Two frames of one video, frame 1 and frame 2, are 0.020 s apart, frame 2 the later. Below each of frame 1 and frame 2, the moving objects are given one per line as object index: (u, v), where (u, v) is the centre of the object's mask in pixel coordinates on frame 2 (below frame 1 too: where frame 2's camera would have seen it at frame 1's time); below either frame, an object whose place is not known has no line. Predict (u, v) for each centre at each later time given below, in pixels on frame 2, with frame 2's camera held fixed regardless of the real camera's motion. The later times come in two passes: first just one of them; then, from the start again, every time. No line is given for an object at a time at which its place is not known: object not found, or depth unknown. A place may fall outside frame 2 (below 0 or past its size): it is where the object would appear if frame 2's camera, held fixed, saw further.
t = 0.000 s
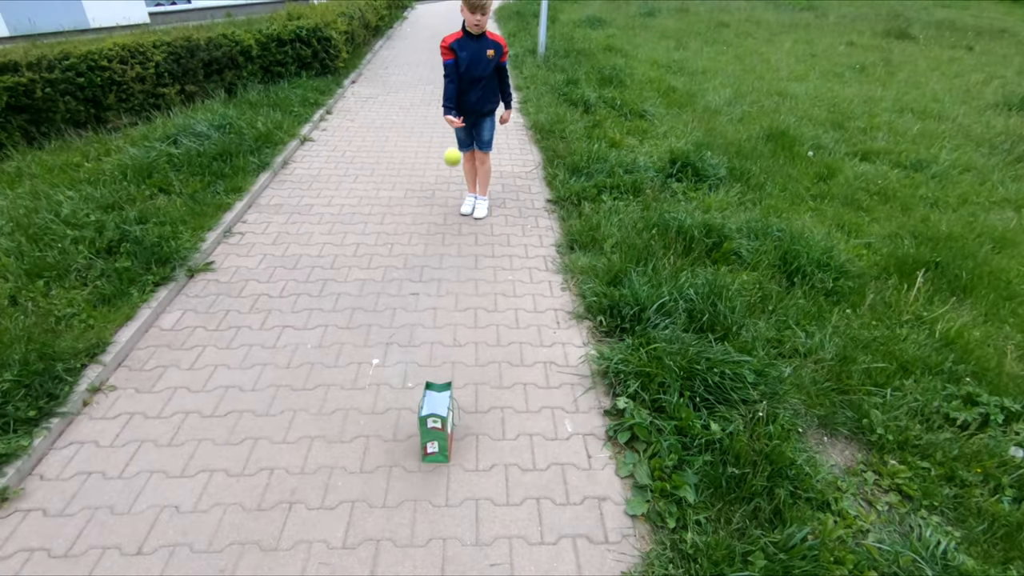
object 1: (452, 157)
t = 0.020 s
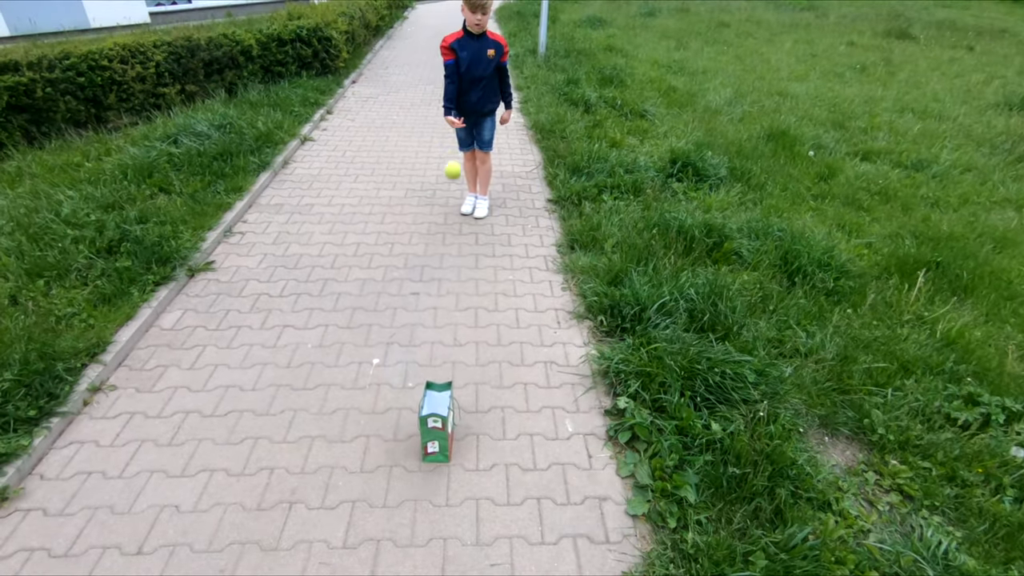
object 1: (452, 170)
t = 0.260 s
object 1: (458, 412)
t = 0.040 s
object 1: (453, 185)
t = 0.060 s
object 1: (453, 201)
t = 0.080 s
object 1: (453, 218)
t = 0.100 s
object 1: (453, 236)
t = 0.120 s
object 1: (454, 255)
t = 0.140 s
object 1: (454, 275)
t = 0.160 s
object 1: (454, 296)
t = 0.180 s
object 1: (454, 319)
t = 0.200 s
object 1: (454, 342)
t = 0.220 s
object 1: (454, 365)
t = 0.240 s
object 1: (457, 389)
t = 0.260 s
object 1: (458, 412)
